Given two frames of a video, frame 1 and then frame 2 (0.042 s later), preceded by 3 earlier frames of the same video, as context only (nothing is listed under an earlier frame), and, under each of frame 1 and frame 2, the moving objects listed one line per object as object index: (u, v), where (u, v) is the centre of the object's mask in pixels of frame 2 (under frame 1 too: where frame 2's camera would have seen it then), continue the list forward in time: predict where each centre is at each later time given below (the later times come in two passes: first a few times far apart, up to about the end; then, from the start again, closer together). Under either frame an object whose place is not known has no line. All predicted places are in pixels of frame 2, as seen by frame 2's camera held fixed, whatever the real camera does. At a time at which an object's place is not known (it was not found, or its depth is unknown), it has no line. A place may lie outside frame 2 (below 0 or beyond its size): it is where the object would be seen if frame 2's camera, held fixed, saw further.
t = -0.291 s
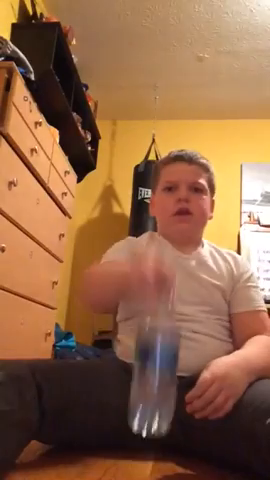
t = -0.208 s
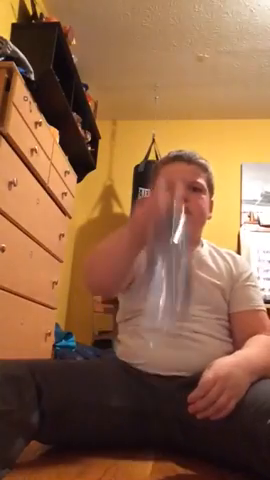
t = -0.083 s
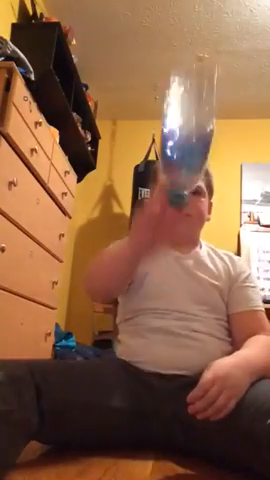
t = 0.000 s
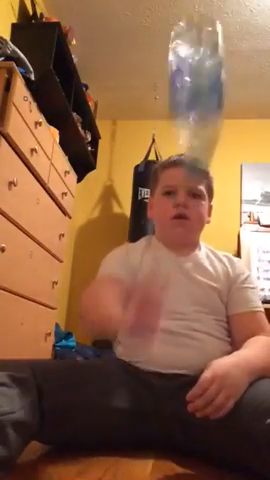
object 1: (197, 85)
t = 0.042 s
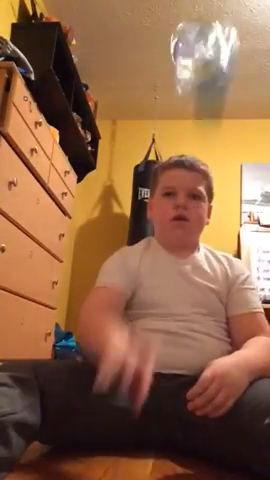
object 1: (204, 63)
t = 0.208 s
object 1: (212, 106)
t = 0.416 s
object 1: (234, 426)
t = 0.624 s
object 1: (247, 431)
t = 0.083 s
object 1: (206, 43)
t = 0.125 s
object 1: (206, 57)
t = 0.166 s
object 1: (209, 77)
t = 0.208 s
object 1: (212, 106)
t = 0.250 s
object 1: (217, 151)
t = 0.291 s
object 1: (214, 285)
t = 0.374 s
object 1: (229, 428)
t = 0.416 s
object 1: (234, 426)
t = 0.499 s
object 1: (243, 429)
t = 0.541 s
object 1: (246, 431)
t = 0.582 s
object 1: (247, 432)
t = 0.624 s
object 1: (247, 431)
